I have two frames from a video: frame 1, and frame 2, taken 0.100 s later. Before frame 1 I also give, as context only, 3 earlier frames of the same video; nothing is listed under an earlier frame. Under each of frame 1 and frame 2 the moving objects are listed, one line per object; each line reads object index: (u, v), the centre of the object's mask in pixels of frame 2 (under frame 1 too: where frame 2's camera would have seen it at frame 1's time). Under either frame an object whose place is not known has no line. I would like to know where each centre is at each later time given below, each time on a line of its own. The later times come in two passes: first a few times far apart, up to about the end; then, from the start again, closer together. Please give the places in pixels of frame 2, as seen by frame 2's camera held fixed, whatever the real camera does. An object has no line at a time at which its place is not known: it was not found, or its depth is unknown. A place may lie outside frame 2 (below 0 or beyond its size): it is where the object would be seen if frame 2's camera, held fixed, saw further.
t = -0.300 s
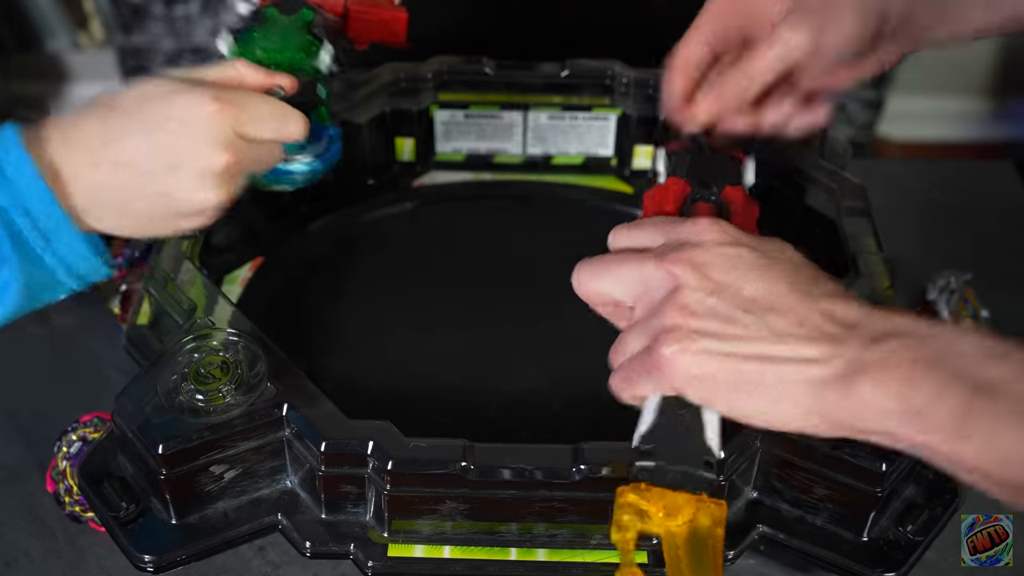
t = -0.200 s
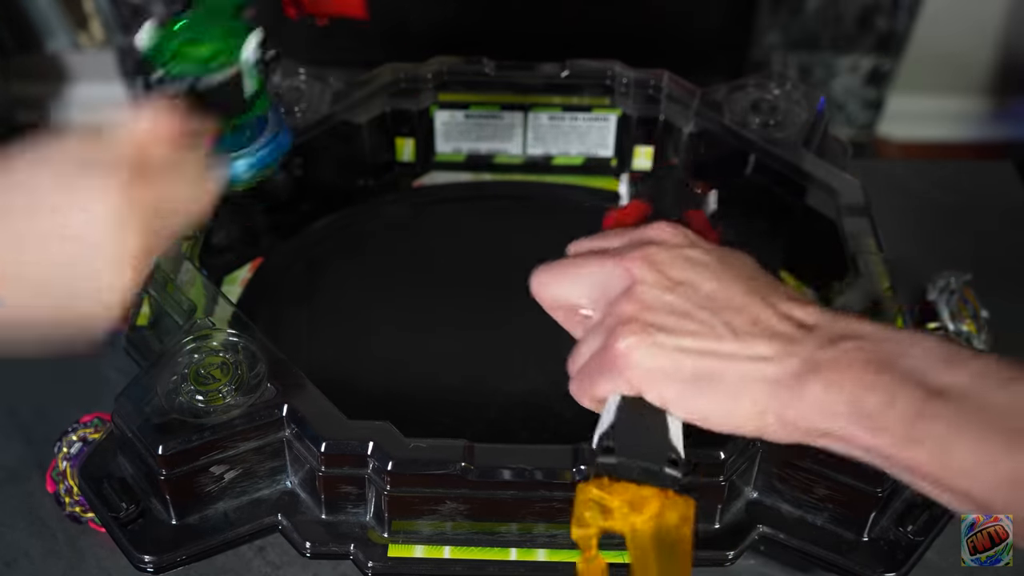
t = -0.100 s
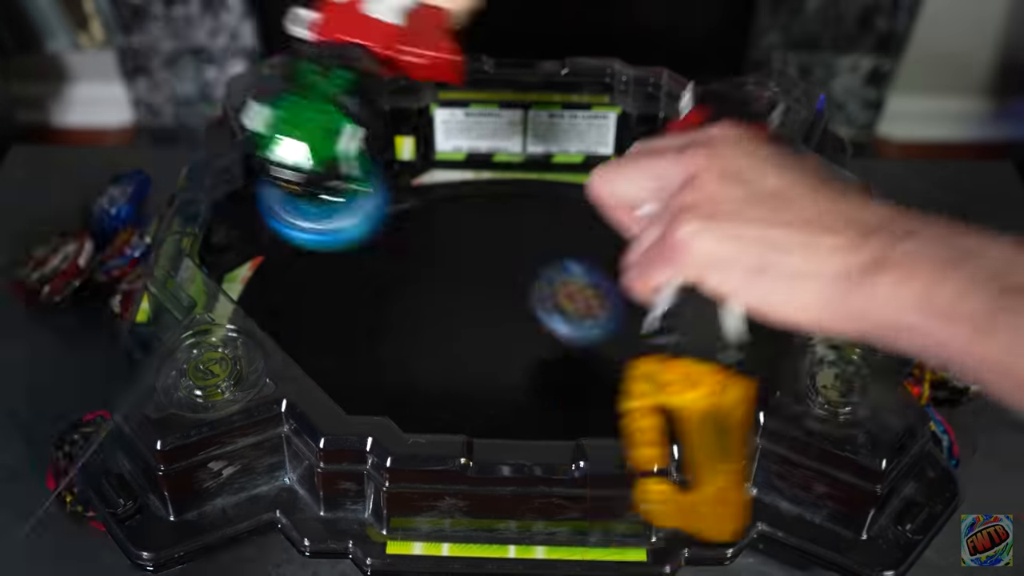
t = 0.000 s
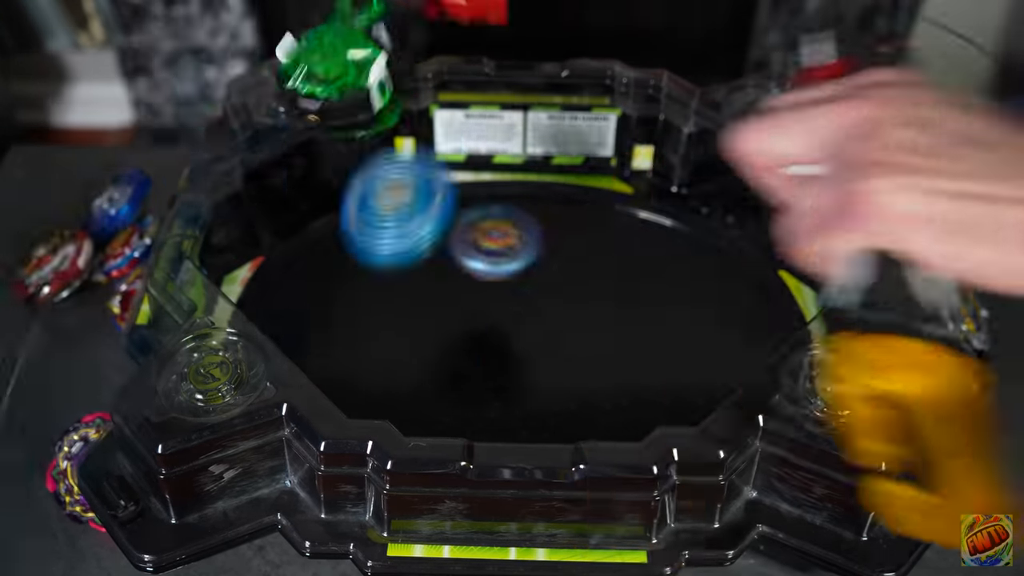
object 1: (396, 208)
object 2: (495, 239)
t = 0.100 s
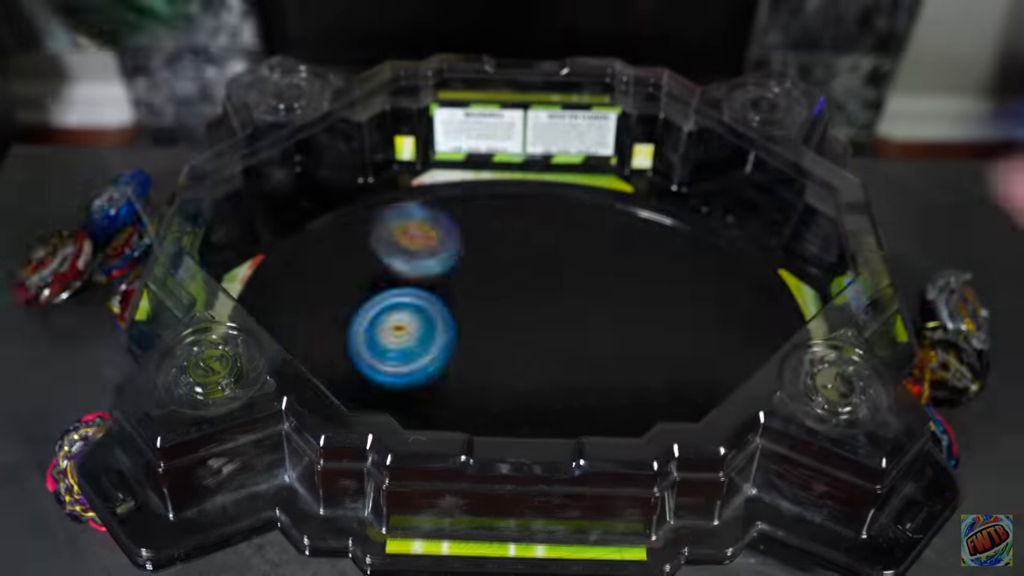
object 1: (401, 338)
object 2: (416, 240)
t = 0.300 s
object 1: (546, 409)
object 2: (277, 260)
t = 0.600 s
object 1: (717, 276)
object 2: (415, 424)
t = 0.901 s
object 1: (397, 238)
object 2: (773, 304)
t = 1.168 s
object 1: (301, 337)
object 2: (494, 209)
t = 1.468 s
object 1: (438, 401)
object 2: (293, 345)
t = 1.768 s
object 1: (676, 328)
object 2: (548, 333)
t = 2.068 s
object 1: (638, 289)
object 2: (555, 198)
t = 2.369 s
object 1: (526, 324)
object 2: (349, 233)
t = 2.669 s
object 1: (501, 344)
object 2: (446, 437)
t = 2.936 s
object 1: (506, 357)
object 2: (751, 345)
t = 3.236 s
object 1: (528, 368)
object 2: (590, 191)
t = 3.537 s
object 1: (543, 359)
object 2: (319, 344)
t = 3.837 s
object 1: (550, 357)
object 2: (569, 451)
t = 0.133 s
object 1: (419, 341)
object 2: (389, 220)
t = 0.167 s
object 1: (437, 358)
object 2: (362, 211)
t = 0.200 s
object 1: (458, 385)
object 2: (336, 215)
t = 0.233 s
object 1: (483, 402)
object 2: (313, 233)
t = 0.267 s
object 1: (513, 404)
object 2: (293, 253)
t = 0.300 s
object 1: (546, 409)
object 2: (277, 260)
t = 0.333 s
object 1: (579, 409)
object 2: (266, 274)
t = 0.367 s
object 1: (611, 404)
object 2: (267, 289)
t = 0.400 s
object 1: (644, 397)
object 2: (275, 307)
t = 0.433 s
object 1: (675, 384)
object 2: (286, 327)
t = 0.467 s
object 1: (702, 366)
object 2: (297, 354)
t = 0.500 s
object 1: (727, 343)
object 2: (323, 374)
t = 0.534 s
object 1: (746, 318)
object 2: (345, 394)
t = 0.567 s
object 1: (736, 293)
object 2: (373, 410)
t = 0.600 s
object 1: (717, 276)
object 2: (415, 424)
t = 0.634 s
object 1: (694, 254)
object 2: (454, 431)
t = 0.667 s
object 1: (665, 237)
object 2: (506, 454)
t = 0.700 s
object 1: (626, 230)
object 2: (553, 449)
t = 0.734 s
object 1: (586, 225)
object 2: (610, 440)
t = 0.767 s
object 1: (546, 222)
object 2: (656, 420)
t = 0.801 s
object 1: (506, 223)
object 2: (691, 394)
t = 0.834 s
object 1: (468, 225)
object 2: (723, 366)
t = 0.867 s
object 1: (431, 231)
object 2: (753, 334)
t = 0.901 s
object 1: (397, 238)
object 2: (773, 304)
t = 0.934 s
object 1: (366, 248)
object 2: (779, 270)
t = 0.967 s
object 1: (340, 260)
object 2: (761, 246)
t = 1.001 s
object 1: (318, 272)
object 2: (718, 241)
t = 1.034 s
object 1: (301, 286)
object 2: (676, 235)
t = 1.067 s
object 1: (292, 299)
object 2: (631, 226)
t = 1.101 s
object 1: (291, 312)
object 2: (587, 219)
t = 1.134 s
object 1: (294, 323)
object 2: (541, 212)
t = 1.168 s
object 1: (301, 337)
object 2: (494, 209)
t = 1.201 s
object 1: (310, 349)
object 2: (447, 208)
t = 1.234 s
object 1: (321, 361)
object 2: (398, 209)
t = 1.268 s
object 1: (334, 372)
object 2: (351, 215)
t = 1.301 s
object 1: (347, 380)
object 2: (307, 227)
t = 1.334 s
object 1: (362, 387)
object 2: (274, 250)
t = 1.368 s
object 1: (379, 393)
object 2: (259, 278)
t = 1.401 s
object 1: (397, 397)
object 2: (259, 303)
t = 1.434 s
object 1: (418, 400)
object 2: (266, 326)
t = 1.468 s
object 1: (438, 401)
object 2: (293, 345)
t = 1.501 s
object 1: (459, 401)
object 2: (329, 364)
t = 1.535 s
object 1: (481, 400)
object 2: (366, 379)
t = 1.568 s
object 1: (511, 396)
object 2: (402, 386)
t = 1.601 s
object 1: (550, 388)
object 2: (425, 389)
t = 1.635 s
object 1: (586, 379)
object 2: (450, 386)
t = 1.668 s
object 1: (616, 366)
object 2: (477, 379)
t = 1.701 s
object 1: (642, 354)
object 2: (504, 367)
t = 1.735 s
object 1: (661, 341)
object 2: (527, 352)
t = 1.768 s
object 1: (676, 328)
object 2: (548, 333)
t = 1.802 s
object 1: (685, 318)
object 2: (564, 315)
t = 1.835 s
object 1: (690, 308)
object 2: (577, 295)
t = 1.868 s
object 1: (691, 301)
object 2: (586, 276)
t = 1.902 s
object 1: (689, 295)
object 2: (590, 258)
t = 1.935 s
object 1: (682, 290)
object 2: (590, 241)
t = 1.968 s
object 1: (674, 288)
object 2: (586, 226)
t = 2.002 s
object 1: (663, 287)
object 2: (579, 216)
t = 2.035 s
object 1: (650, 287)
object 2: (568, 206)
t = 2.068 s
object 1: (638, 289)
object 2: (555, 198)
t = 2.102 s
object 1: (624, 291)
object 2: (538, 193)
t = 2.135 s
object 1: (609, 295)
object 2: (520, 190)
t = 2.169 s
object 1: (595, 298)
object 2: (499, 189)
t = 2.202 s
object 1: (581, 303)
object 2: (477, 191)
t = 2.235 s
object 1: (568, 307)
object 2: (452, 194)
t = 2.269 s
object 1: (556, 311)
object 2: (427, 199)
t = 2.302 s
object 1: (544, 316)
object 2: (401, 207)
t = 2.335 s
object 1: (535, 320)
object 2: (374, 218)
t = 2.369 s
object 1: (526, 324)
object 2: (349, 233)
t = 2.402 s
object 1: (519, 328)
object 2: (328, 253)
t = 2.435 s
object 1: (513, 331)
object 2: (313, 278)
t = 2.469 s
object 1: (510, 333)
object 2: (306, 307)
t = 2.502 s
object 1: (507, 335)
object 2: (313, 332)
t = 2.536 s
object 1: (505, 337)
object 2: (330, 360)
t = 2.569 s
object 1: (503, 339)
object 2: (349, 380)
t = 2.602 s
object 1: (502, 340)
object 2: (375, 404)
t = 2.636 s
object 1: (502, 342)
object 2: (413, 414)
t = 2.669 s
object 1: (501, 344)
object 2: (446, 437)
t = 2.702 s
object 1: (501, 346)
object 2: (498, 445)
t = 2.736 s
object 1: (501, 347)
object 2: (541, 446)
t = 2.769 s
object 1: (501, 349)
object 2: (590, 439)
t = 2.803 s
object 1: (502, 350)
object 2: (626, 421)
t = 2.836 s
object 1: (503, 352)
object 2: (667, 415)
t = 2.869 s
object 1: (504, 354)
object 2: (697, 392)
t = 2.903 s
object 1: (505, 356)
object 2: (724, 371)
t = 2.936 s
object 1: (506, 357)
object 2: (751, 345)
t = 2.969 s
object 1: (508, 358)
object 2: (769, 322)
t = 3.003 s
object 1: (510, 361)
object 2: (782, 298)
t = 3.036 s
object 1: (512, 362)
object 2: (771, 278)
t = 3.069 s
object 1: (514, 364)
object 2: (748, 257)
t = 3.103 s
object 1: (517, 365)
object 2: (721, 236)
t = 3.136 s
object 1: (519, 366)
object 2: (694, 217)
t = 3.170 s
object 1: (522, 368)
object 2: (666, 201)
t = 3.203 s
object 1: (525, 368)
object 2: (628, 193)
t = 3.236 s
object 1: (528, 368)
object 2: (590, 191)
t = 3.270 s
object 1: (530, 368)
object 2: (547, 194)
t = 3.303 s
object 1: (533, 367)
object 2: (507, 198)
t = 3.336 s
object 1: (535, 367)
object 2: (468, 208)
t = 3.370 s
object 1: (537, 365)
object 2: (431, 221)
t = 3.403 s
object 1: (538, 364)
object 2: (397, 240)
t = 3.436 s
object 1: (540, 363)
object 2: (365, 264)
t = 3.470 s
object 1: (541, 362)
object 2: (340, 292)
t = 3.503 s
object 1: (542, 361)
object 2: (321, 322)
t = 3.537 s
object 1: (543, 359)
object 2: (319, 344)
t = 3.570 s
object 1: (544, 358)
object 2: (317, 384)
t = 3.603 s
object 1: (546, 359)
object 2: (328, 406)
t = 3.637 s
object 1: (546, 358)
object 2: (333, 427)
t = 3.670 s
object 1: (547, 357)
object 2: (344, 450)
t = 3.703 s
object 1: (548, 357)
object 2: (410, 460)
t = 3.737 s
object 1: (549, 357)
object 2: (432, 461)
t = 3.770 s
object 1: (549, 357)
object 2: (495, 458)
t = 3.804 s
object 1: (550, 357)
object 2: (529, 451)
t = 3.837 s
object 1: (550, 357)
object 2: (569, 451)
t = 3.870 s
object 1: (550, 356)
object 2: (611, 444)
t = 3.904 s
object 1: (550, 356)
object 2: (661, 440)
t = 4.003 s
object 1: (549, 355)
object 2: (734, 390)
